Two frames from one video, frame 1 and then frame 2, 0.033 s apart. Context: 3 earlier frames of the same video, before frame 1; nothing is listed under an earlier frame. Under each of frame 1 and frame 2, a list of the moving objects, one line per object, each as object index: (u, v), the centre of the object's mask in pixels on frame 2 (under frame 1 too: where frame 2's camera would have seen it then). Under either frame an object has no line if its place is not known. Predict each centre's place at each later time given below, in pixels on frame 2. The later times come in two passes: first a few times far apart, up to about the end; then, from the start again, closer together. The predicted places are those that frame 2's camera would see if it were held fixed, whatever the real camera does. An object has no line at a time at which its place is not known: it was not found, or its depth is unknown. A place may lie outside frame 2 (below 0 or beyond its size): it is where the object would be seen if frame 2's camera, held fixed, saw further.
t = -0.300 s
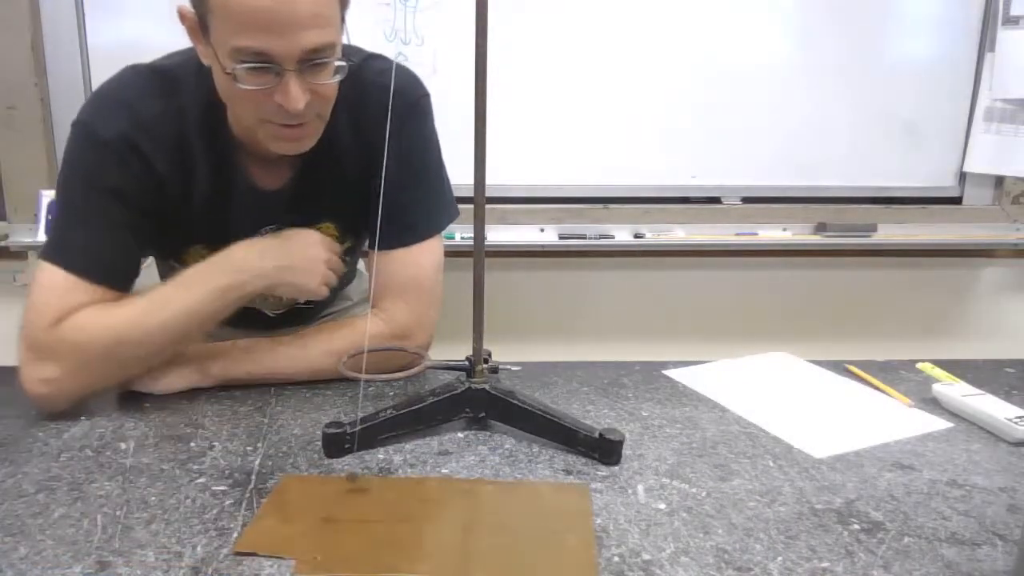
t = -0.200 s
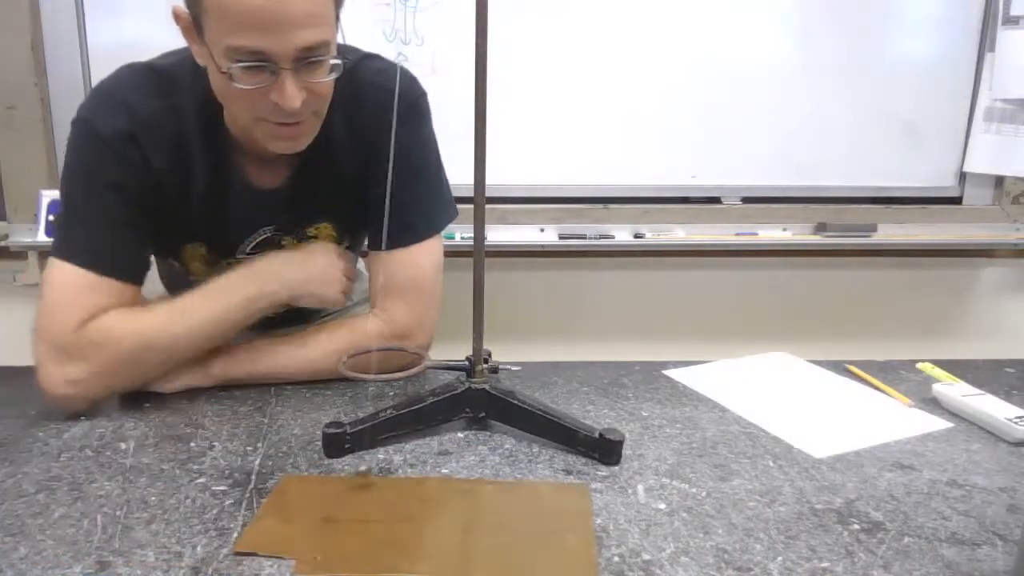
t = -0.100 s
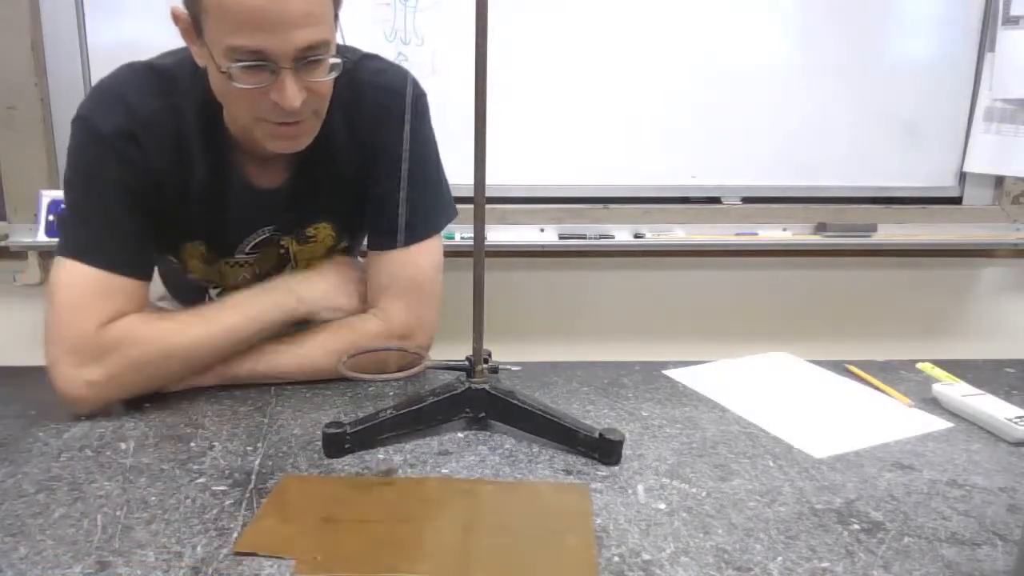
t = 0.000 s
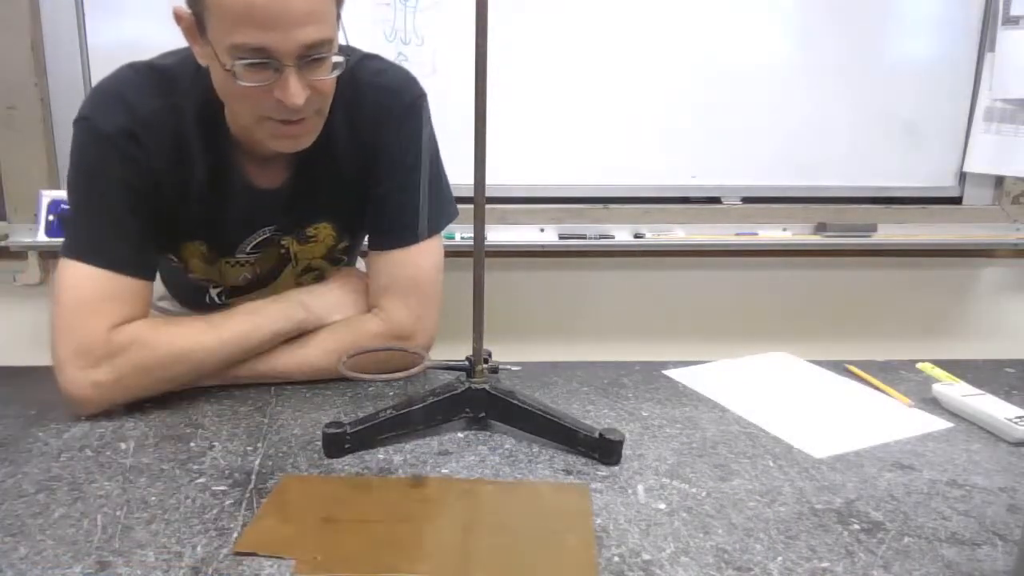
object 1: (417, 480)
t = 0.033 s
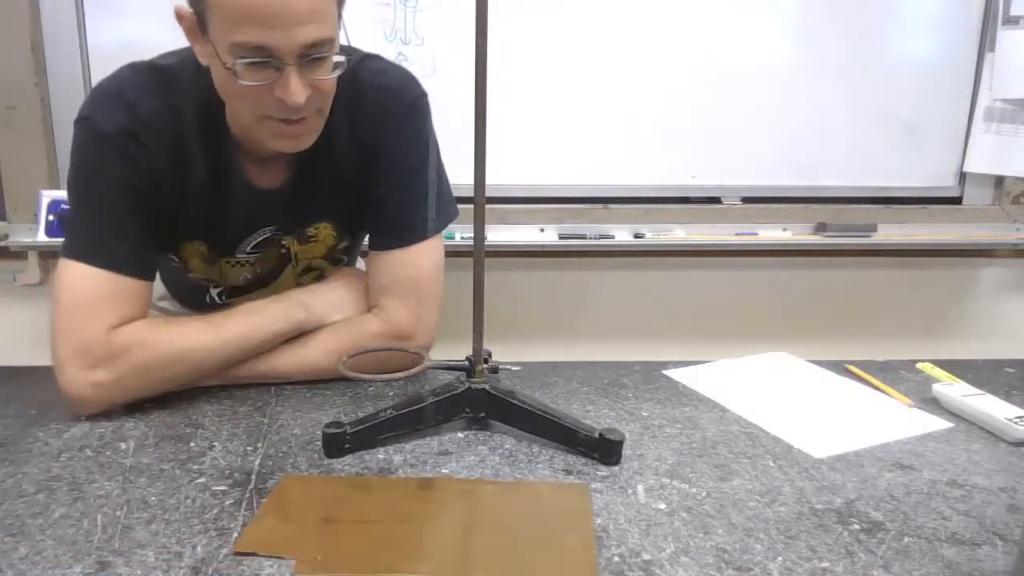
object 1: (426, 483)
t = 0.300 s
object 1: (489, 498)
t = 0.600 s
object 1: (492, 526)
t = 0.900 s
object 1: (465, 525)
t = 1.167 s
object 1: (453, 512)
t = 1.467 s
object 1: (453, 506)
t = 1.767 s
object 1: (453, 510)
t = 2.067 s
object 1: (453, 515)
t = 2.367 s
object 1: (453, 514)
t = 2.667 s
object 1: (453, 512)
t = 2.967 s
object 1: (453, 513)
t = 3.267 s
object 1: (453, 513)
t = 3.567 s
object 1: (453, 512)
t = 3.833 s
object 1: (453, 512)
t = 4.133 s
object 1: (453, 512)
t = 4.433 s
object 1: (453, 512)
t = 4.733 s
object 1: (453, 512)
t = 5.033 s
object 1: (453, 512)
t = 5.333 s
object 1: (453, 512)
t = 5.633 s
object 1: (453, 512)
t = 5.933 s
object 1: (453, 512)
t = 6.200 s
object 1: (453, 512)
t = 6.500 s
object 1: (453, 512)
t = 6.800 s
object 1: (453, 512)
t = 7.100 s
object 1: (453, 512)
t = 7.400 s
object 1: (453, 512)
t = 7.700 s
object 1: (453, 512)
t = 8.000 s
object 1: (453, 512)
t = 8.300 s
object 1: (453, 512)
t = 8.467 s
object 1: (453, 512)
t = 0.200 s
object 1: (473, 493)
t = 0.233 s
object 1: (480, 495)
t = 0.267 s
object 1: (483, 495)
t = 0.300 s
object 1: (489, 498)
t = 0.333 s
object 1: (495, 504)
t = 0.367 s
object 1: (497, 509)
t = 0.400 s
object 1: (498, 512)
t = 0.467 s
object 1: (498, 517)
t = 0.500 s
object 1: (498, 520)
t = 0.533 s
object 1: (496, 523)
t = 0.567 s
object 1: (494, 525)
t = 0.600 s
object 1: (492, 526)
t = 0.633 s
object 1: (489, 527)
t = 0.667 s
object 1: (486, 529)
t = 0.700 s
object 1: (483, 529)
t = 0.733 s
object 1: (480, 530)
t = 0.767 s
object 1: (477, 530)
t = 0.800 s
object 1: (474, 529)
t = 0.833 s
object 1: (471, 528)
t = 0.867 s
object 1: (468, 527)
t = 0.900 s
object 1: (465, 525)
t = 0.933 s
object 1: (464, 524)
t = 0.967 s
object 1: (461, 522)
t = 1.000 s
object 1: (459, 520)
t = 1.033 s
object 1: (458, 518)
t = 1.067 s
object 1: (456, 516)
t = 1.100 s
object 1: (455, 515)
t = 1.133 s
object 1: (454, 513)
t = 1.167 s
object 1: (453, 512)
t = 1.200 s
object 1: (453, 510)
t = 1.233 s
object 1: (452, 509)
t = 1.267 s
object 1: (453, 508)
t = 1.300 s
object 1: (453, 507)
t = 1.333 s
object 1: (453, 507)
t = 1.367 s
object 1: (453, 507)
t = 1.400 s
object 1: (453, 506)
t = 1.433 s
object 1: (453, 507)
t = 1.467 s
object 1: (453, 506)
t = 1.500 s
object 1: (453, 506)
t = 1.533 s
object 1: (454, 507)
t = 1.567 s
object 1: (454, 507)
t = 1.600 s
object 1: (454, 507)
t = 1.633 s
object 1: (454, 507)
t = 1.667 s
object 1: (454, 508)
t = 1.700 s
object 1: (453, 509)
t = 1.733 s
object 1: (453, 510)
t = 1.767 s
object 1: (453, 510)
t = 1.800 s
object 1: (453, 511)
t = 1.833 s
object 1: (453, 511)
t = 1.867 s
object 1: (453, 513)
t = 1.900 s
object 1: (453, 513)
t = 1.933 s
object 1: (453, 514)
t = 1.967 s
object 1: (453, 514)
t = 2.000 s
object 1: (453, 514)
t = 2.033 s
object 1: (453, 514)
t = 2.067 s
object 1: (453, 515)
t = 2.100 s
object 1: (453, 515)
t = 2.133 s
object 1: (453, 515)
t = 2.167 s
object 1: (454, 514)
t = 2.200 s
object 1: (453, 515)
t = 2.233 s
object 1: (453, 514)
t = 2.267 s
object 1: (453, 514)
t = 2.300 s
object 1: (453, 514)
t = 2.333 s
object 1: (453, 514)
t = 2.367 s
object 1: (453, 514)
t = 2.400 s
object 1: (453, 513)
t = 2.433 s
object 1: (453, 513)
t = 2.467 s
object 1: (453, 513)
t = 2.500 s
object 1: (453, 513)
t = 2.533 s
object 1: (453, 512)
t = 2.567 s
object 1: (453, 512)
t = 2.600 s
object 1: (453, 512)
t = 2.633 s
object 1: (453, 512)
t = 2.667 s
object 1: (453, 512)
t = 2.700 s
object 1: (453, 512)
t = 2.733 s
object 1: (453, 512)
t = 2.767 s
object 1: (453, 512)
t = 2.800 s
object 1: (453, 512)
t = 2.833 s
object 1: (453, 512)
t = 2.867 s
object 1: (453, 512)
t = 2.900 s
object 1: (453, 513)
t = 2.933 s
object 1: (453, 513)
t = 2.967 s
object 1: (453, 513)
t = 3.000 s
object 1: (453, 513)
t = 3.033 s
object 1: (453, 513)
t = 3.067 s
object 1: (453, 513)
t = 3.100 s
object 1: (453, 513)
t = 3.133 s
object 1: (453, 513)
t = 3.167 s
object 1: (453, 513)
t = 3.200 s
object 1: (453, 513)
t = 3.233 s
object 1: (453, 513)
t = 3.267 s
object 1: (453, 513)
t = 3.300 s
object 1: (453, 513)
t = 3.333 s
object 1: (453, 513)
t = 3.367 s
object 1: (453, 513)
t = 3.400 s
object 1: (453, 513)
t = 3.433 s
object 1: (453, 513)
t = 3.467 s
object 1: (453, 513)
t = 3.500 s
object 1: (453, 513)
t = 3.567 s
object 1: (453, 512)
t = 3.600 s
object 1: (453, 512)
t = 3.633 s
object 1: (453, 512)
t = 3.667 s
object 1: (453, 512)
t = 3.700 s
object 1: (453, 512)
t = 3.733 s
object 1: (453, 512)
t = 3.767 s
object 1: (453, 512)
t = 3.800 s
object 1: (453, 512)
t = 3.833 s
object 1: (453, 512)
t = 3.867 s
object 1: (453, 512)
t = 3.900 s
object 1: (453, 512)
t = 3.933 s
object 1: (453, 512)
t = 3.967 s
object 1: (453, 512)
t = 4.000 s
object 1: (453, 512)
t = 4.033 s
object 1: (453, 512)
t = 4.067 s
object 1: (453, 512)
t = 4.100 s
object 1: (453, 512)
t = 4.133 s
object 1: (453, 512)
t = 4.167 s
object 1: (453, 512)
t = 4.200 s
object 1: (453, 512)
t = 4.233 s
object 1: (453, 512)
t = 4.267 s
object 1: (453, 512)
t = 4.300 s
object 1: (453, 512)
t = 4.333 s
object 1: (453, 512)
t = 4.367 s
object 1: (453, 512)
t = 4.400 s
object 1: (453, 512)
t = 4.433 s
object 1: (453, 512)
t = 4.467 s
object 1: (453, 512)
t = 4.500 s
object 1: (453, 512)
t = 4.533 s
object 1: (453, 512)
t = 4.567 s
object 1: (453, 512)
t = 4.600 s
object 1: (453, 512)
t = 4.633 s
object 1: (453, 512)
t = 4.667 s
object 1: (453, 512)
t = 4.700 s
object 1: (453, 512)
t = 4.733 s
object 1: (453, 512)
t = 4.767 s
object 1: (453, 512)
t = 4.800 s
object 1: (453, 512)
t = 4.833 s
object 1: (453, 512)
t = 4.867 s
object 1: (453, 512)
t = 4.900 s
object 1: (453, 512)
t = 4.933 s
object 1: (453, 512)
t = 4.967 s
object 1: (453, 512)
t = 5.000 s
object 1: (453, 512)
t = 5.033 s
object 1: (453, 512)
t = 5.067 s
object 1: (453, 512)
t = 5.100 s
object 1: (453, 512)
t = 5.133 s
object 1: (453, 512)
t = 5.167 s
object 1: (453, 512)
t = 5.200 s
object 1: (453, 512)
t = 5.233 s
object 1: (453, 512)
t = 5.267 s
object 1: (453, 512)
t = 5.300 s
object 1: (453, 512)
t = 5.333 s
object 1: (453, 512)
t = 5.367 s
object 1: (453, 512)
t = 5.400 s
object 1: (453, 512)
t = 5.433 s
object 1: (453, 512)
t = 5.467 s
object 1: (453, 512)
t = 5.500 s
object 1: (453, 512)
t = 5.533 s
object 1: (453, 512)
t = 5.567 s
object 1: (453, 512)
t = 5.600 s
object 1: (453, 512)
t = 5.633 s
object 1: (453, 512)
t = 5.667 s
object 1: (453, 512)
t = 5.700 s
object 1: (453, 512)
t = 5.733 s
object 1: (453, 512)
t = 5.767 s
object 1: (453, 512)
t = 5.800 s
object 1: (453, 512)
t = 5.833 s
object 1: (453, 512)
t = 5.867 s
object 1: (453, 512)
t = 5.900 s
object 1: (453, 512)
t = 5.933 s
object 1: (453, 512)
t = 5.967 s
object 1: (453, 512)
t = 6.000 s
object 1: (453, 512)
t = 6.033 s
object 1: (453, 512)
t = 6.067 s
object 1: (453, 512)
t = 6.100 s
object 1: (453, 512)
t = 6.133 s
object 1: (453, 512)
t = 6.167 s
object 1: (453, 512)
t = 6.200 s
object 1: (453, 512)
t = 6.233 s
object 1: (453, 512)
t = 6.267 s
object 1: (453, 512)
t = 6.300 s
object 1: (453, 512)
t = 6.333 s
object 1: (453, 512)
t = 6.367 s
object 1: (453, 512)
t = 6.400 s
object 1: (453, 512)
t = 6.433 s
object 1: (453, 512)
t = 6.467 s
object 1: (453, 512)
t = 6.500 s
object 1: (453, 512)
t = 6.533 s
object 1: (453, 512)
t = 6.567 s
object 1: (453, 512)
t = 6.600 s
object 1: (453, 512)
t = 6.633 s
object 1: (453, 512)
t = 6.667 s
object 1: (453, 512)
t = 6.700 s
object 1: (453, 512)
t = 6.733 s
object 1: (453, 512)
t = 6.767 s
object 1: (453, 512)
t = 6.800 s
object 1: (453, 512)
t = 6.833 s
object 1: (453, 512)
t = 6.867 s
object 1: (453, 512)
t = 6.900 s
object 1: (453, 512)
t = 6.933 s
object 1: (453, 512)
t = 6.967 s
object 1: (453, 512)
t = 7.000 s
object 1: (453, 512)
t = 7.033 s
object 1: (453, 512)
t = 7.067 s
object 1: (453, 512)
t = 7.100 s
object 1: (453, 512)
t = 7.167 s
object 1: (453, 512)
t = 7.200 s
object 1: (453, 512)
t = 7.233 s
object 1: (453, 512)
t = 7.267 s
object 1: (453, 512)
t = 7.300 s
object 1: (453, 512)
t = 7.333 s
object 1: (453, 512)
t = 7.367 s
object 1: (453, 512)
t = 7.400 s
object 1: (453, 512)
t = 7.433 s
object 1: (453, 512)
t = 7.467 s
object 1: (453, 512)
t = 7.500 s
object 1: (453, 512)
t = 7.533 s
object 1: (453, 512)
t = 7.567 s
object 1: (453, 512)
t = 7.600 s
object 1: (453, 512)
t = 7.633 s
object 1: (453, 512)
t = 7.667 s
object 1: (453, 512)
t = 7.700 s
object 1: (453, 512)
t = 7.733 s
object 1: (453, 512)
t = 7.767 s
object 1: (453, 512)
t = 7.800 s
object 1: (453, 512)
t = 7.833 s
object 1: (453, 512)
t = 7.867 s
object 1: (453, 512)
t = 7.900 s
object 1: (453, 512)
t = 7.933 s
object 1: (453, 512)
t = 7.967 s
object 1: (453, 512)
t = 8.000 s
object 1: (453, 512)
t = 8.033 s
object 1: (453, 512)
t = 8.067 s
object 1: (453, 512)
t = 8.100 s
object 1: (453, 512)
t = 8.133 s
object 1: (453, 512)
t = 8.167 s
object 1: (453, 512)
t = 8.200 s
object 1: (453, 512)
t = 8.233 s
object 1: (453, 512)
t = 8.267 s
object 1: (453, 512)
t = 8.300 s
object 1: (453, 512)
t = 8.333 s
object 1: (453, 512)
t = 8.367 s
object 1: (453, 512)
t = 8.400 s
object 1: (453, 512)
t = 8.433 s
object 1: (453, 512)
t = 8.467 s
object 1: (453, 512)
